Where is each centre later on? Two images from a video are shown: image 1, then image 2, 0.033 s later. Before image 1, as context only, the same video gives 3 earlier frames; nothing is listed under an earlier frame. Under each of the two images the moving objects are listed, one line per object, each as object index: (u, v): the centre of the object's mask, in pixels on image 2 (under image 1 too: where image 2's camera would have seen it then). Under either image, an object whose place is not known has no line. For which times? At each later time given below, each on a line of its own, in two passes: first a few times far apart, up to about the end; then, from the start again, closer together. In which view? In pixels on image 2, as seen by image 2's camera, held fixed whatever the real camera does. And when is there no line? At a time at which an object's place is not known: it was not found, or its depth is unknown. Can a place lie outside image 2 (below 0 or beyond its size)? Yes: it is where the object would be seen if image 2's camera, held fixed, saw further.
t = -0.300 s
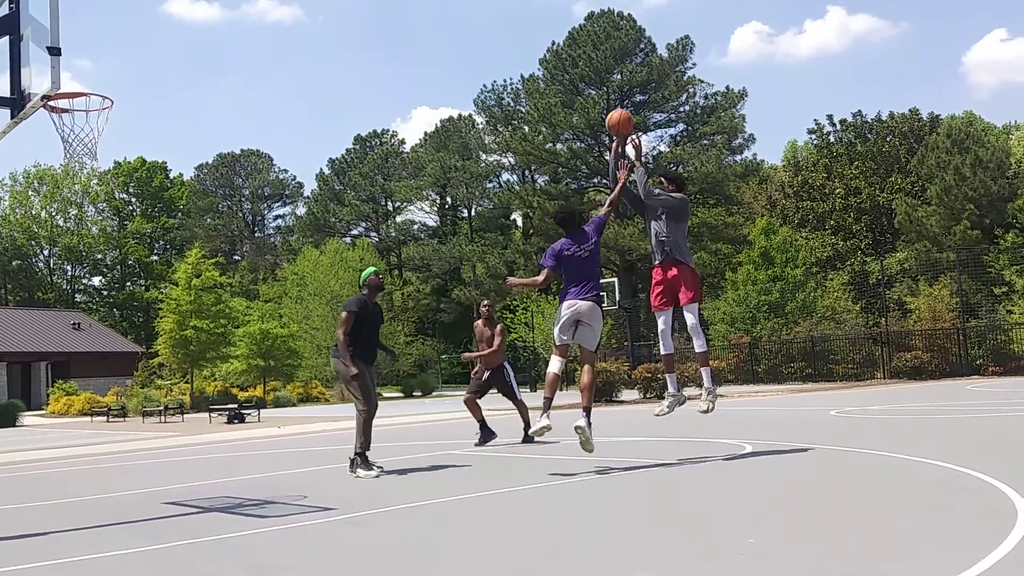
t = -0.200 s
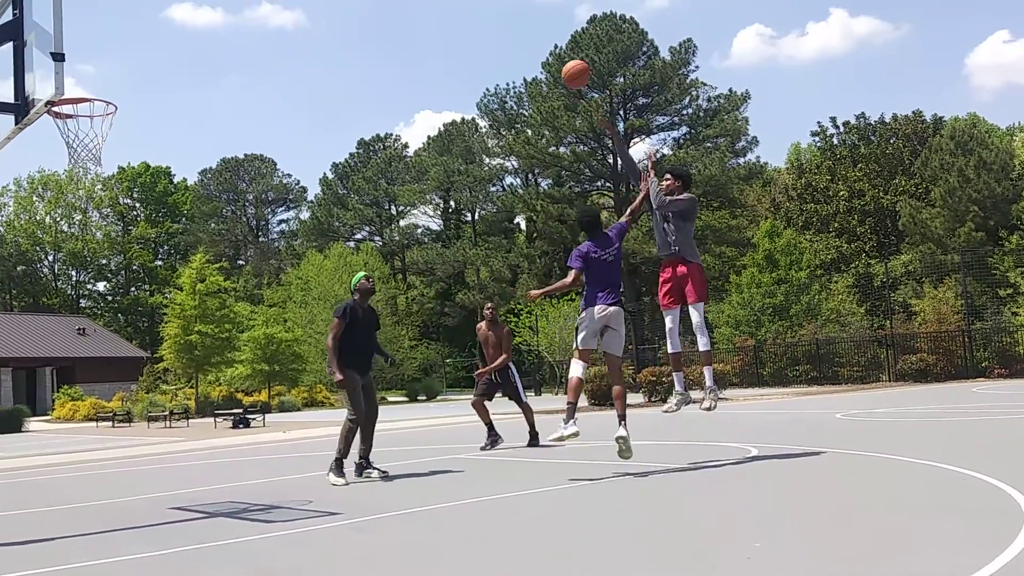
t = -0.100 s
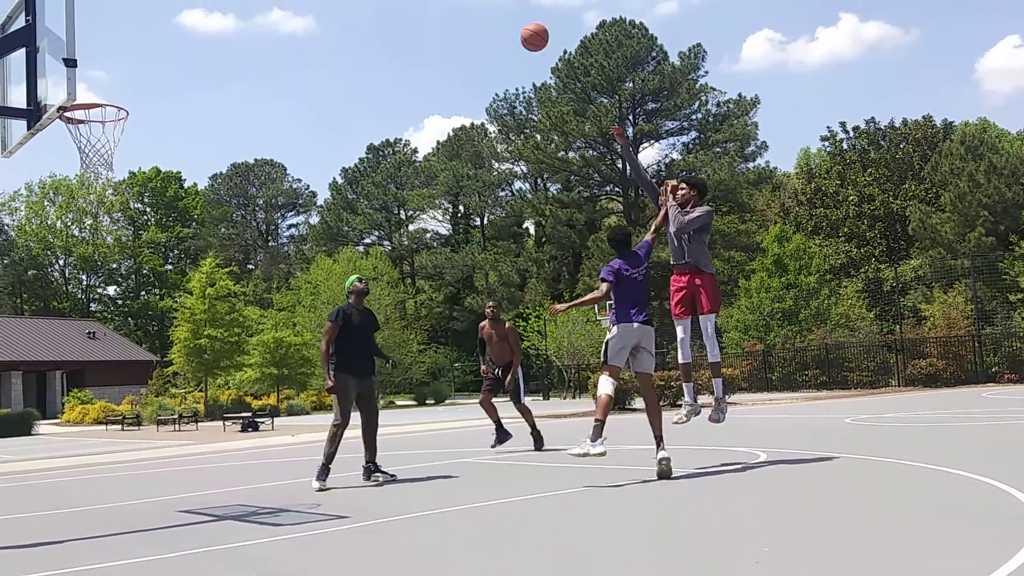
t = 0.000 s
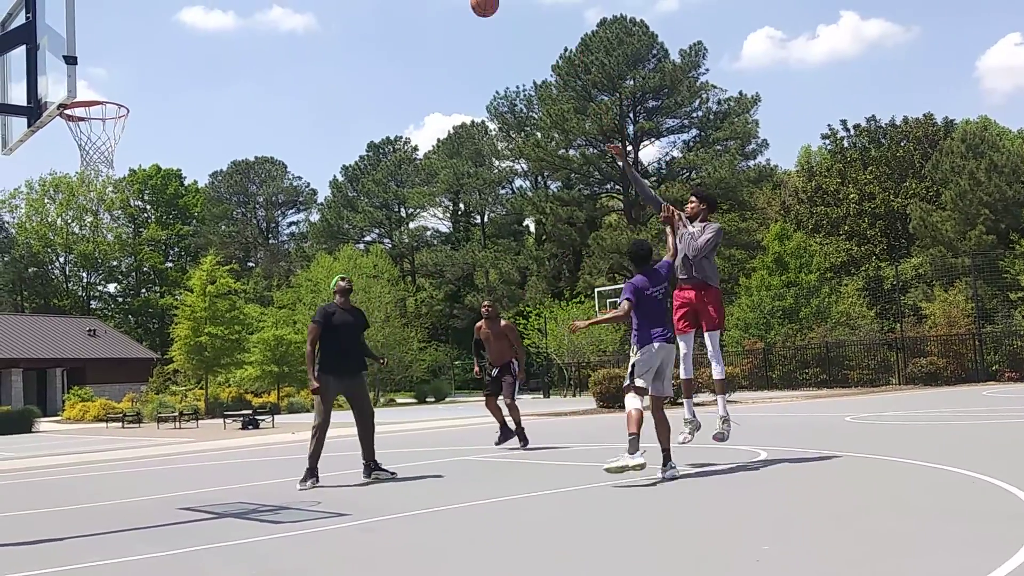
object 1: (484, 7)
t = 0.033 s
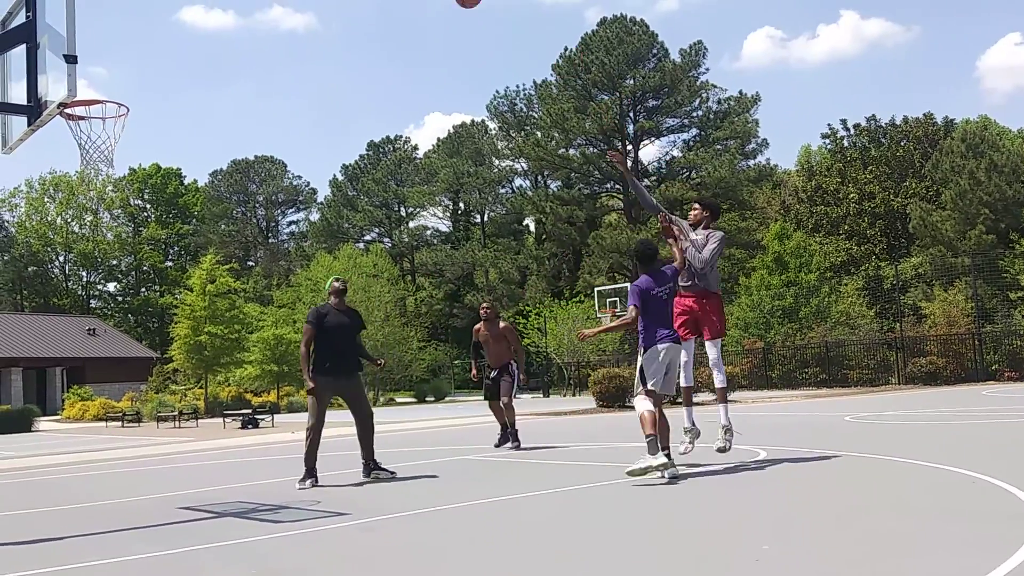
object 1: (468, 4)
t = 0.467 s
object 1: (241, -3)
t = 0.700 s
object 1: (123, 98)
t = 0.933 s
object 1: (103, 136)
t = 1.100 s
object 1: (98, 190)
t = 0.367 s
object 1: (297, -21)
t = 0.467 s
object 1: (241, -3)
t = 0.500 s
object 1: (227, 5)
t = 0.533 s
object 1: (209, 16)
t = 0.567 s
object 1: (192, 30)
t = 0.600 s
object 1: (174, 45)
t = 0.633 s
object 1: (153, 60)
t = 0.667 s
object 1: (135, 78)
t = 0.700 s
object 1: (123, 98)
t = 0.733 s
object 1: (115, 111)
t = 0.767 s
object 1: (111, 112)
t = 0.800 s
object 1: (109, 114)
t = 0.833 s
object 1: (108, 120)
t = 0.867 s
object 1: (107, 124)
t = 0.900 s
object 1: (105, 129)
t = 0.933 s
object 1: (103, 136)
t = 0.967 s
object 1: (103, 146)
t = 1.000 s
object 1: (103, 156)
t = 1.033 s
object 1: (102, 167)
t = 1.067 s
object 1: (100, 177)
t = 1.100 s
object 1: (98, 190)
